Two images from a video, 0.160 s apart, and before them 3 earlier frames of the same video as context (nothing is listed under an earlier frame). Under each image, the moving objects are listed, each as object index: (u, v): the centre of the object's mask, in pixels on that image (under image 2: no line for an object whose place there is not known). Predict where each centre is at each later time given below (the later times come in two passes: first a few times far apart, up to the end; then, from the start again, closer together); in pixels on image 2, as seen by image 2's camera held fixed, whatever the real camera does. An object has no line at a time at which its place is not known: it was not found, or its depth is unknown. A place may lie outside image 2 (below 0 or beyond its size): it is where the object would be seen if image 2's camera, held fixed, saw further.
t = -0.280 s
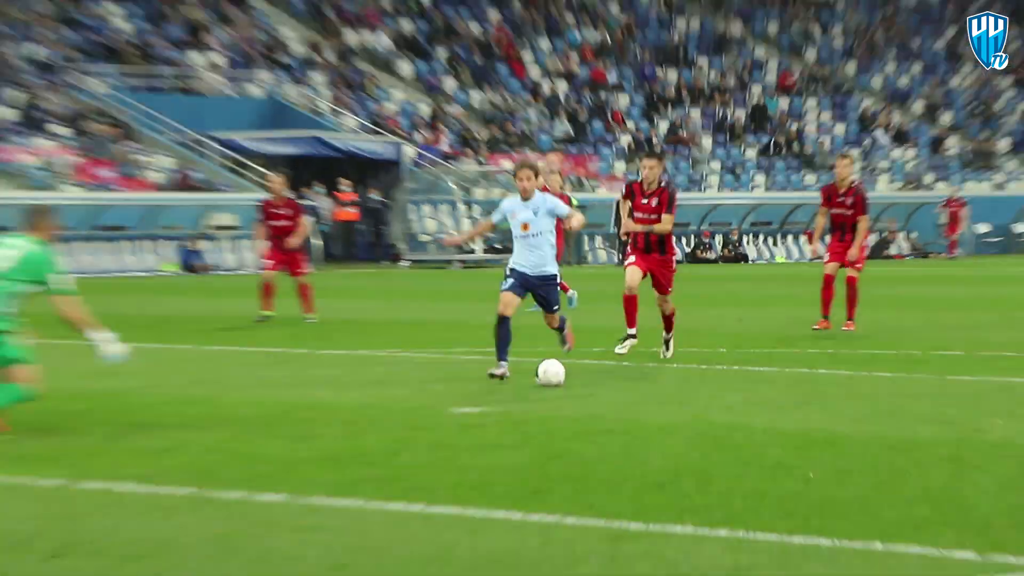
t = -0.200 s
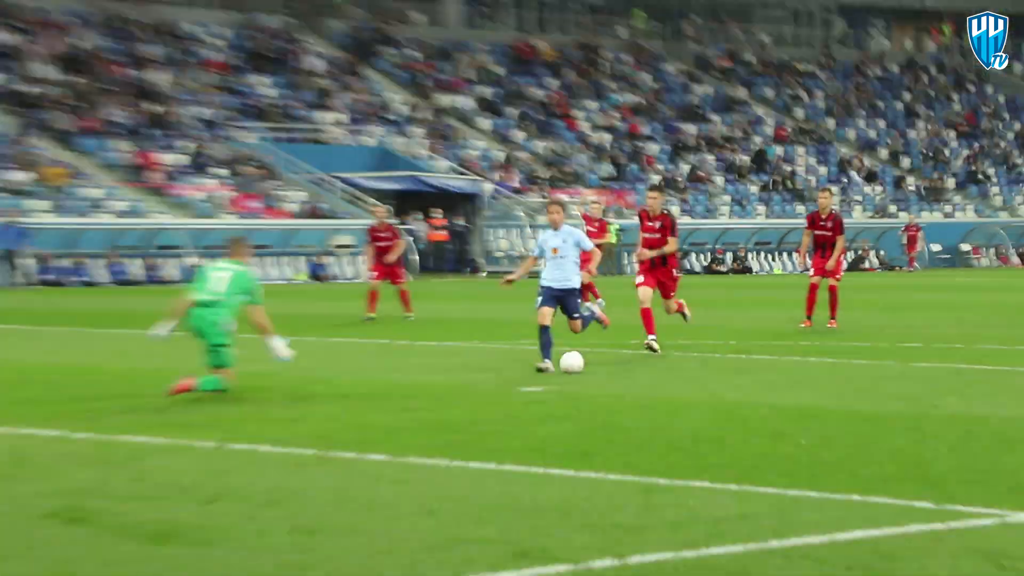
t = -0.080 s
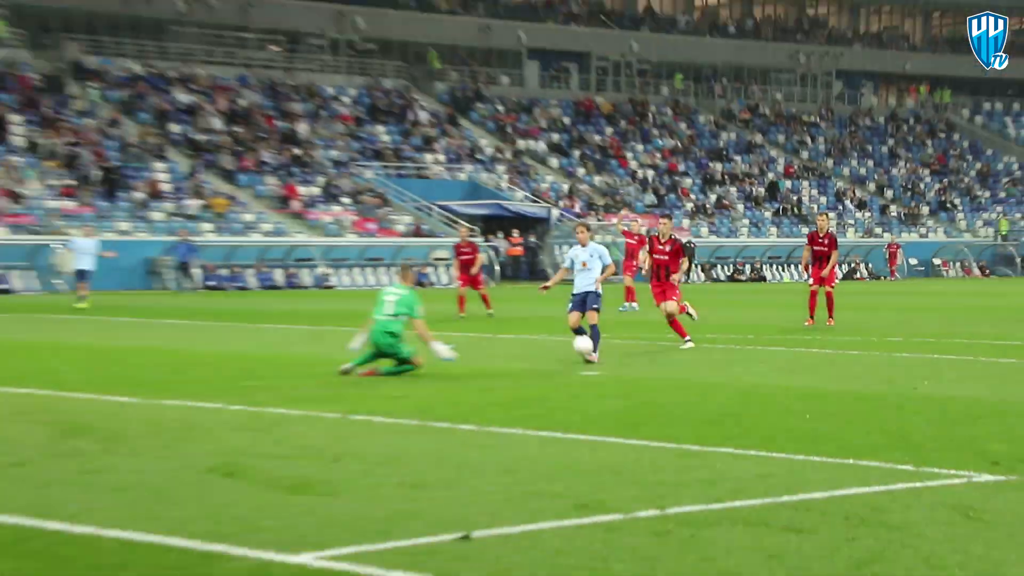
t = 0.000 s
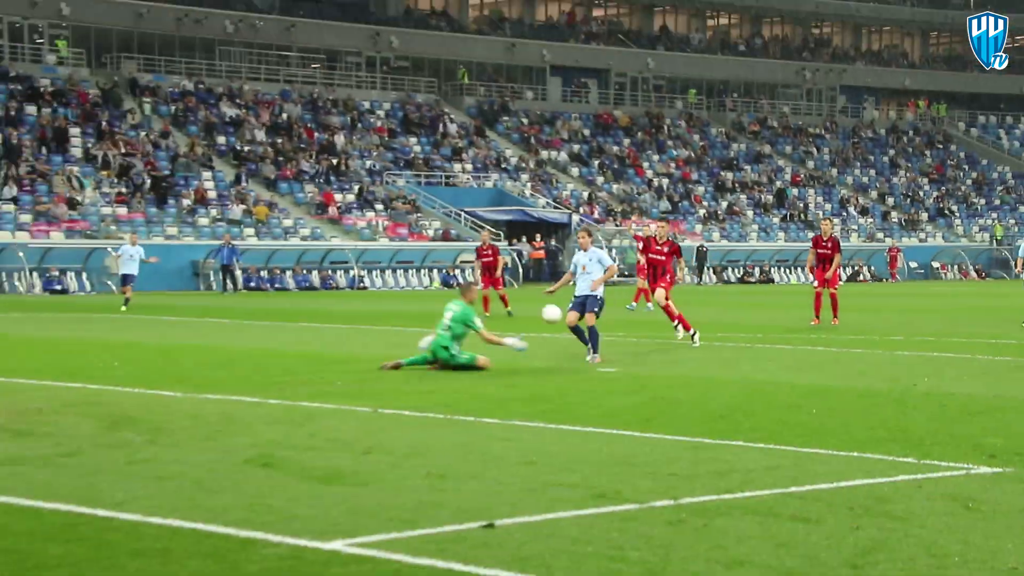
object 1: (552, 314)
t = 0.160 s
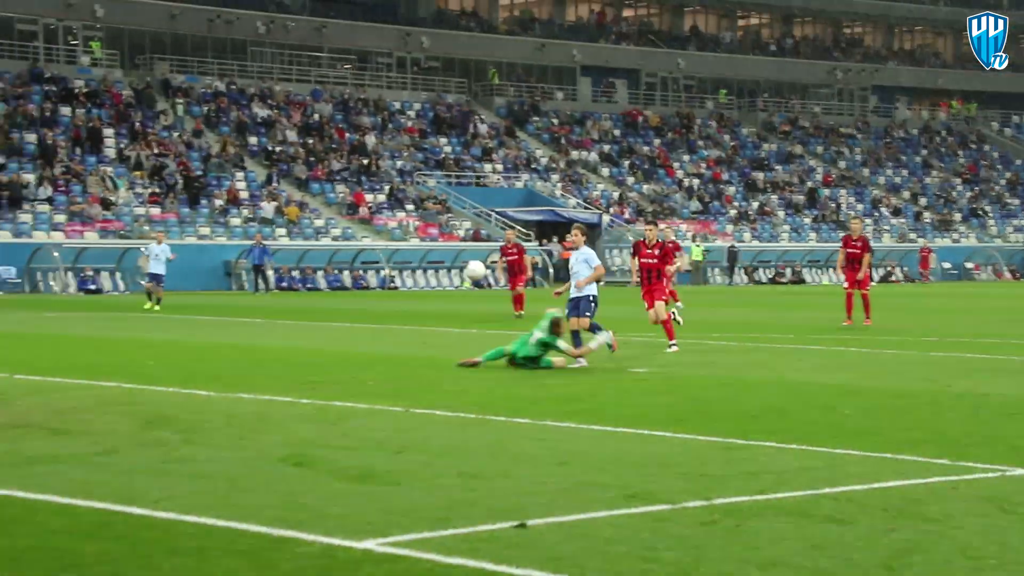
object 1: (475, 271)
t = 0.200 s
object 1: (446, 262)
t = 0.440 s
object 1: (258, 245)
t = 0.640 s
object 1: (71, 280)
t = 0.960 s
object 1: (-293, 390)
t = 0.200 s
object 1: (446, 262)
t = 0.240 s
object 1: (418, 255)
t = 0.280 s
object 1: (388, 251)
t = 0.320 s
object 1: (357, 247)
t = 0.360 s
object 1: (325, 245)
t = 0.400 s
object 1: (292, 244)
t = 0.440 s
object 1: (258, 245)
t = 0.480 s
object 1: (223, 248)
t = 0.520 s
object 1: (187, 253)
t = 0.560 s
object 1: (149, 260)
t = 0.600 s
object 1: (111, 269)
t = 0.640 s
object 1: (71, 280)
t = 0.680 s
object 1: (29, 293)
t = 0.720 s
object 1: (-14, 309)
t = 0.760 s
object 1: (-61, 326)
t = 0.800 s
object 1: (-108, 347)
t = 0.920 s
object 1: (-257, 406)
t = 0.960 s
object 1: (-293, 390)
